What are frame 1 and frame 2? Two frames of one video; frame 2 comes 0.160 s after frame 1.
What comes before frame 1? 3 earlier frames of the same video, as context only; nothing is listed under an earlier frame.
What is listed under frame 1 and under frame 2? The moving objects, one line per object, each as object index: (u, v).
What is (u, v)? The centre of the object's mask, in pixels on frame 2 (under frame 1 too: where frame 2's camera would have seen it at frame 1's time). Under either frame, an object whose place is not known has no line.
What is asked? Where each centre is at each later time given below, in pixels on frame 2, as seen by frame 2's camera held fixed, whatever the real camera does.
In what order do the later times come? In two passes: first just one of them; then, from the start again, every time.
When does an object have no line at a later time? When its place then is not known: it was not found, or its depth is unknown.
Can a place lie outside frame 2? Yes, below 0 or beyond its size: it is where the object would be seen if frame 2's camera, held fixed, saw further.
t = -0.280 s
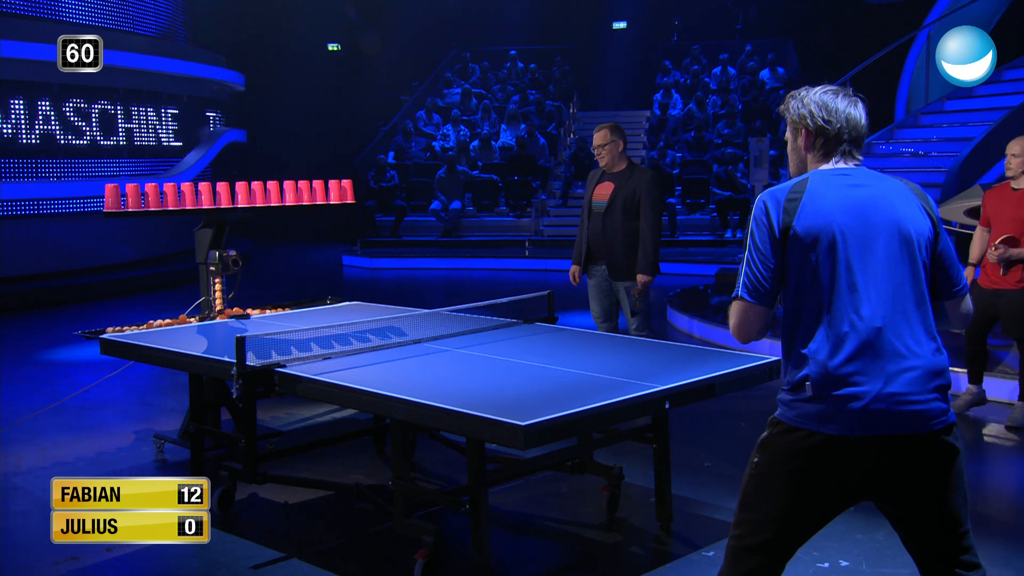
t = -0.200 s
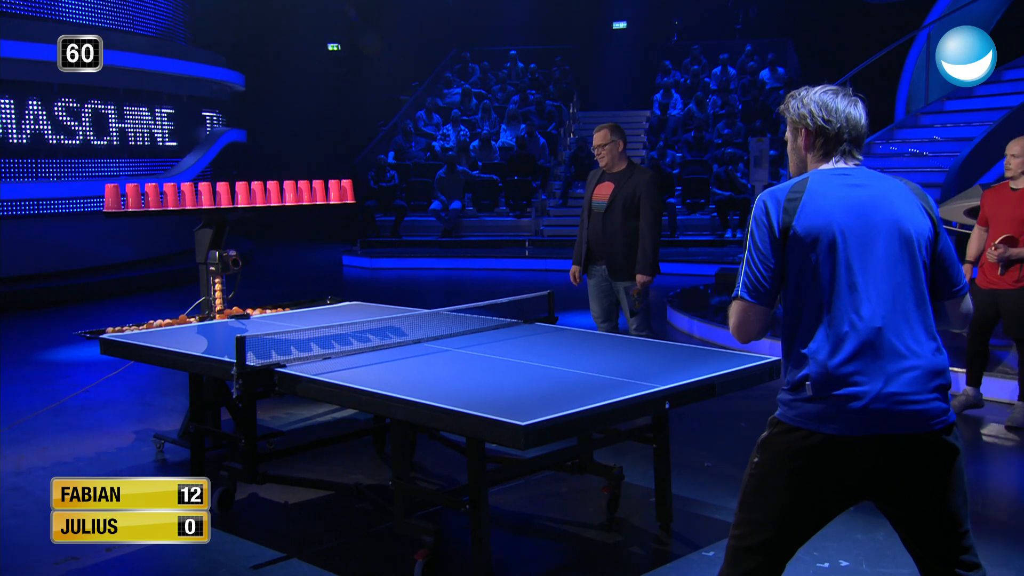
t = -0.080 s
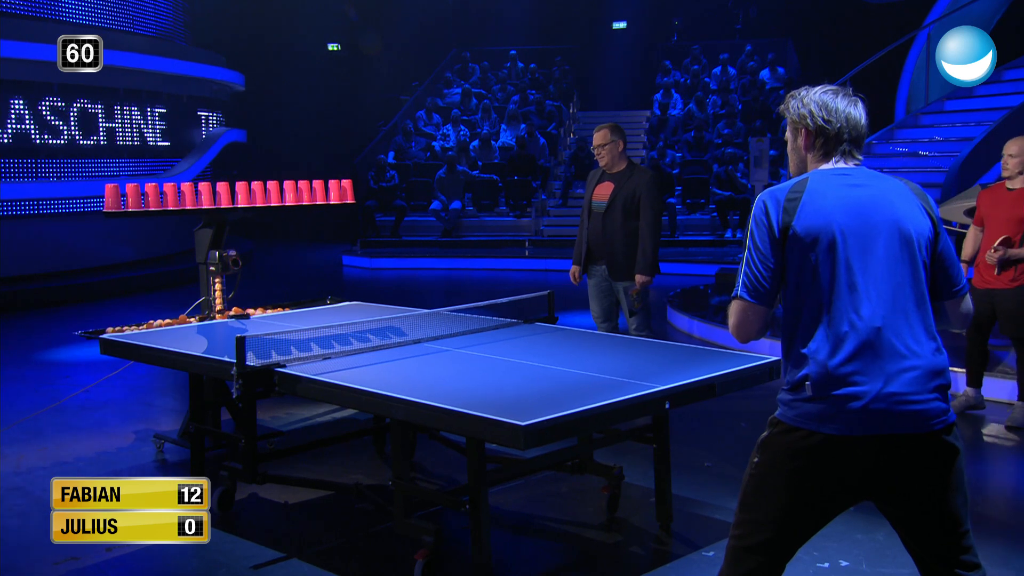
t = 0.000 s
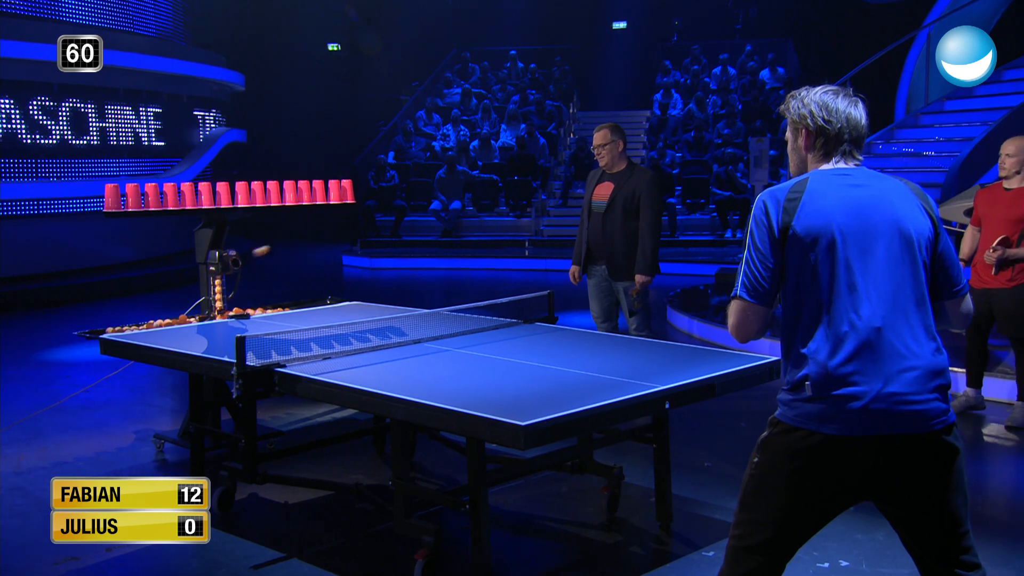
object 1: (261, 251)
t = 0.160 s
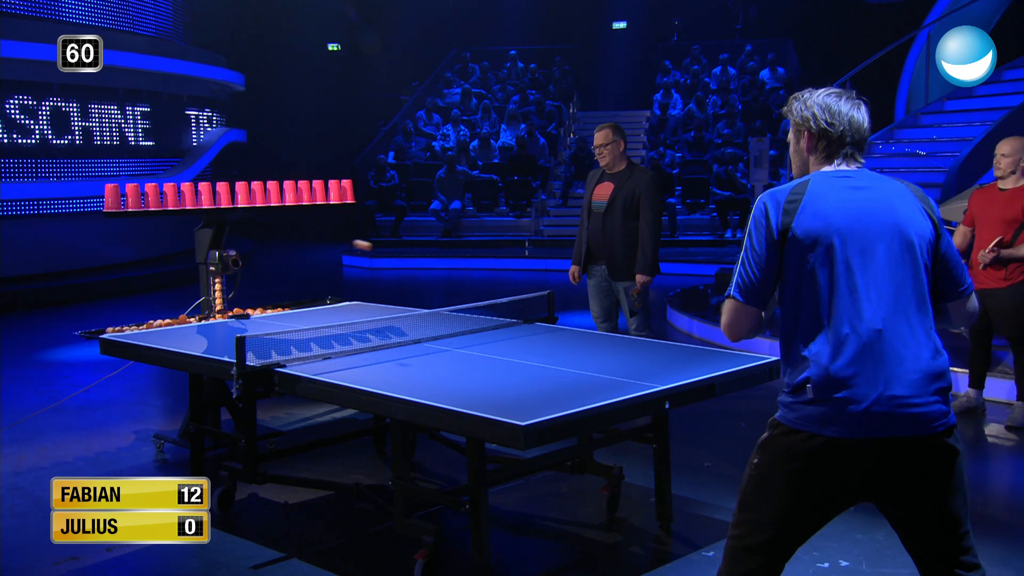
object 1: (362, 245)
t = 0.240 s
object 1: (414, 265)
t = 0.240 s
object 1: (414, 265)
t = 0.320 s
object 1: (468, 301)
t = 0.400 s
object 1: (525, 349)
